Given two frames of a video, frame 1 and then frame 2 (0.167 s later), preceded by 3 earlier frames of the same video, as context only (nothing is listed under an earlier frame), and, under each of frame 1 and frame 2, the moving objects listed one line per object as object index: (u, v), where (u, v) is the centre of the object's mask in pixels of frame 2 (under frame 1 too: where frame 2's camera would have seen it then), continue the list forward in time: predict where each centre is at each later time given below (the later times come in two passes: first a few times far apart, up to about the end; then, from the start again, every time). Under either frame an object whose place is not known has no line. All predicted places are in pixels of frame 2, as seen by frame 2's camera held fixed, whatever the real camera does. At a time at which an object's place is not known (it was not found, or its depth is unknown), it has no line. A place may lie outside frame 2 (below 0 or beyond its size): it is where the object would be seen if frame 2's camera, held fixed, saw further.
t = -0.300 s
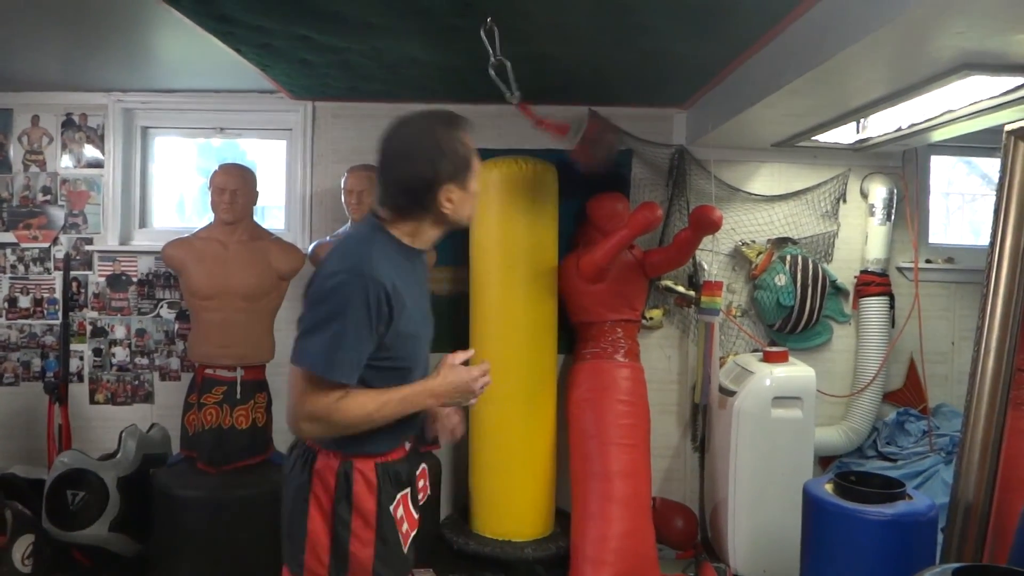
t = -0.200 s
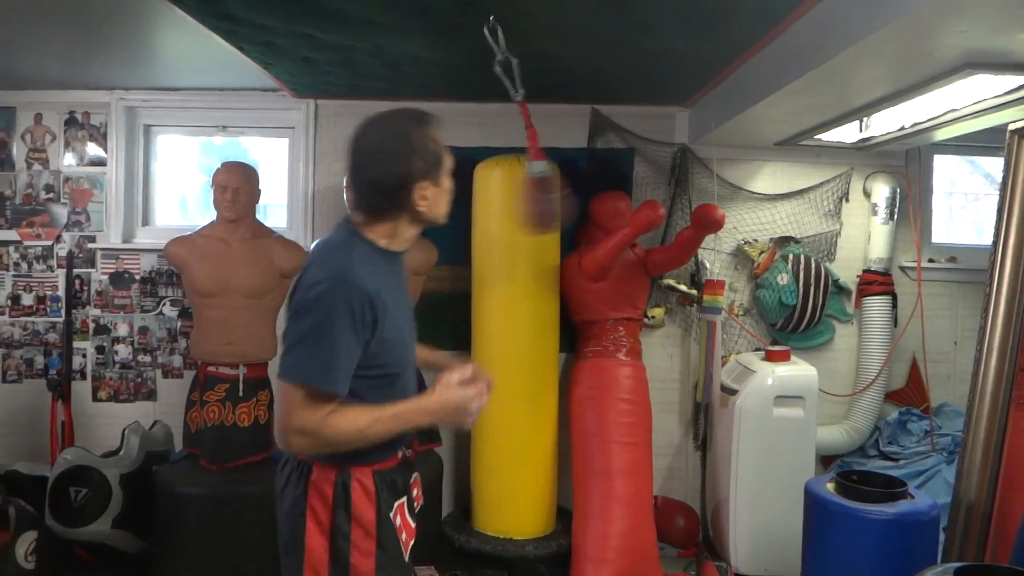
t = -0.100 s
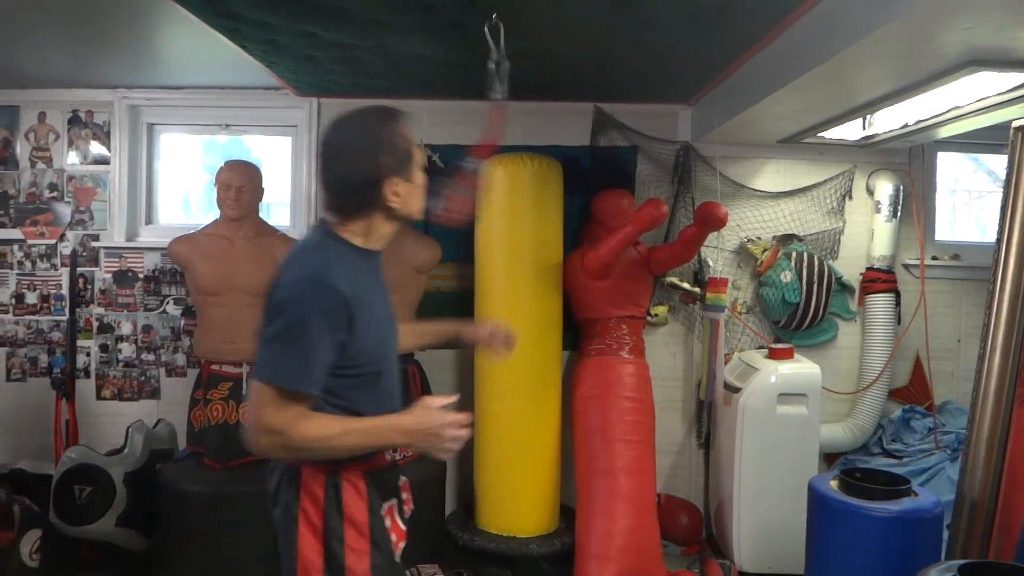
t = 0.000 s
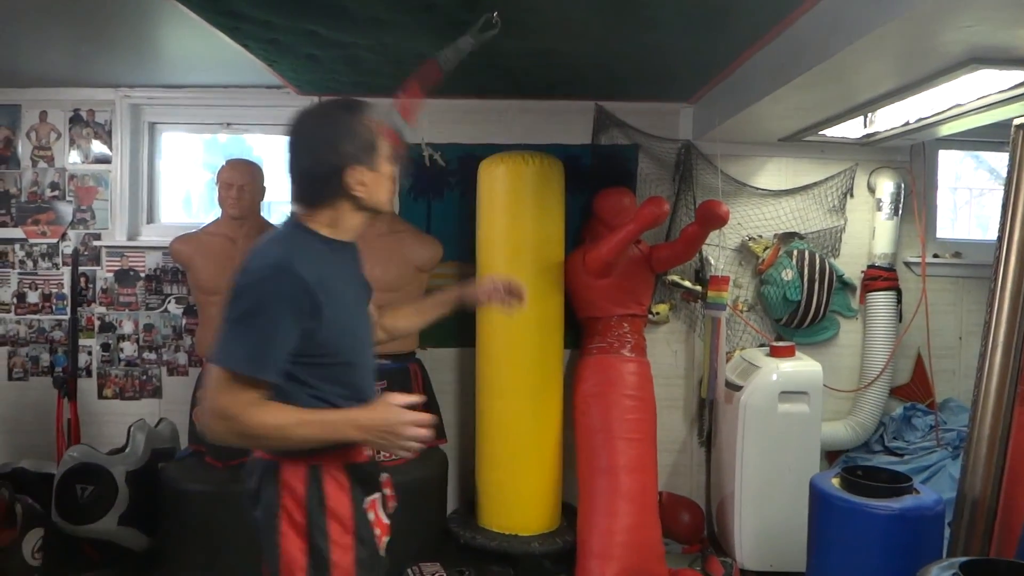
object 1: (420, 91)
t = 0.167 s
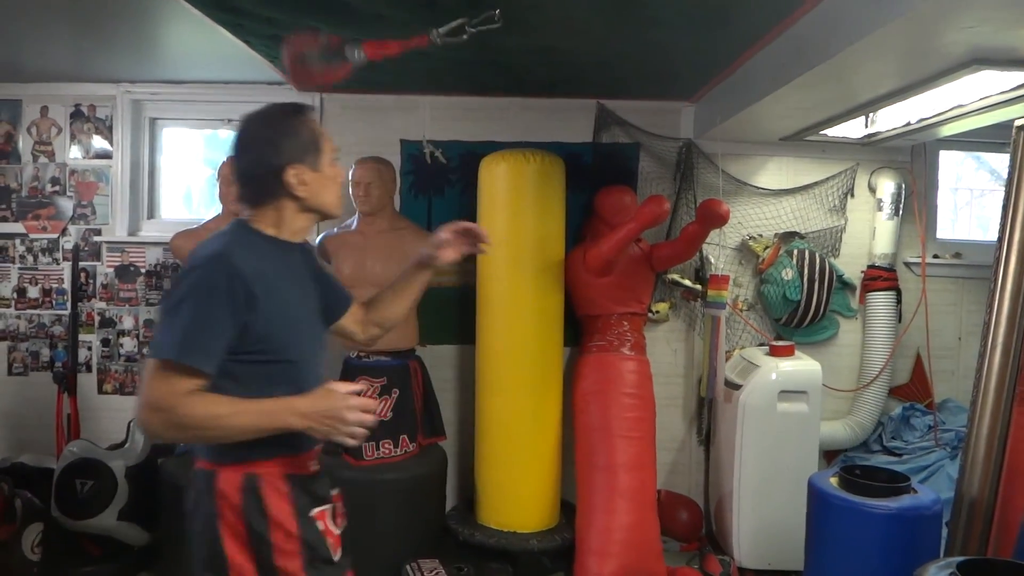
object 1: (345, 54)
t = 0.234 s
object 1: (354, 44)
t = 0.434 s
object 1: (407, 93)
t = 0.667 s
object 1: (511, 156)
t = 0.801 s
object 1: (580, 142)
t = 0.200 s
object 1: (349, 47)
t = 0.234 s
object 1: (354, 44)
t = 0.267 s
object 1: (362, 43)
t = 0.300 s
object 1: (372, 46)
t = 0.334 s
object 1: (383, 53)
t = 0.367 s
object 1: (395, 63)
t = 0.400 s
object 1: (404, 76)
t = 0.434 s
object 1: (407, 93)
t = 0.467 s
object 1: (422, 113)
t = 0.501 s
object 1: (430, 138)
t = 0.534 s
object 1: (448, 164)
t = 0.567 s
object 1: (465, 159)
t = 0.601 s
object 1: (474, 165)
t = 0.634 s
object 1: (492, 167)
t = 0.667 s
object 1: (511, 156)
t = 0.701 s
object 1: (535, 152)
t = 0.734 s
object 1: (551, 148)
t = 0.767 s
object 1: (565, 145)
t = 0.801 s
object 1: (580, 142)
